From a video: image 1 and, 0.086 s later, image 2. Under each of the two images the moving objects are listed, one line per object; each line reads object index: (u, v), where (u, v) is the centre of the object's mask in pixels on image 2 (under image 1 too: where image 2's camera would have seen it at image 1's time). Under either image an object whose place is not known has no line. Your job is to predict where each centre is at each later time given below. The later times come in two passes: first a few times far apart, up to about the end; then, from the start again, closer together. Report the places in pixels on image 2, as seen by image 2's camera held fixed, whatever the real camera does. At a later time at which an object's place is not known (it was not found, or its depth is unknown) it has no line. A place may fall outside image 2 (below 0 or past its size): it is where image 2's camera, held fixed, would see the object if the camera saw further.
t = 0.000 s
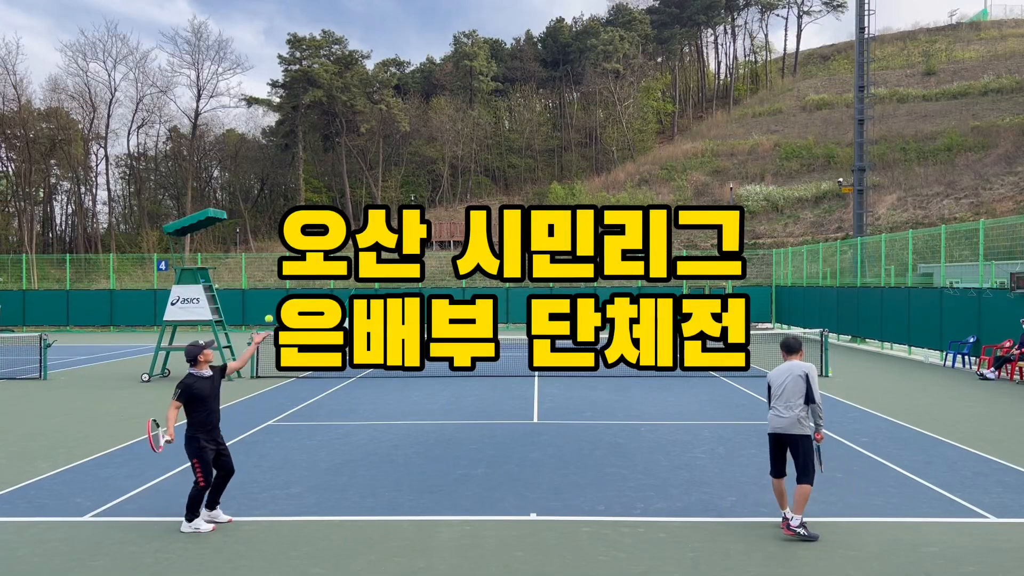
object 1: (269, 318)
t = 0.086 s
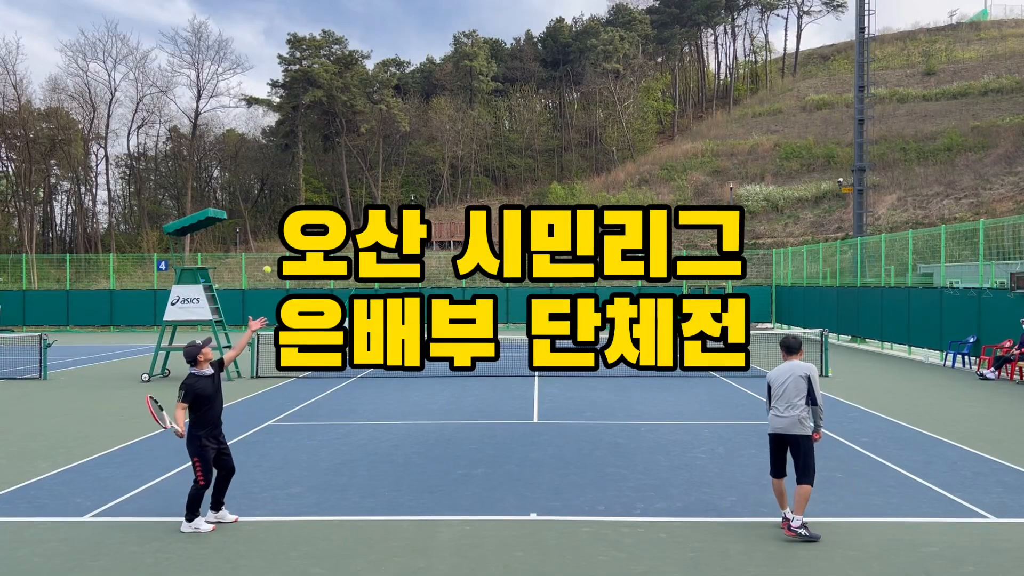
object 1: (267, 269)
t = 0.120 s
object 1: (266, 252)
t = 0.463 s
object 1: (257, 146)
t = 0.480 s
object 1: (257, 144)
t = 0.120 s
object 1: (266, 252)
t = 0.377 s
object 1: (259, 161)
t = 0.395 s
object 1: (259, 158)
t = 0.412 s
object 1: (258, 154)
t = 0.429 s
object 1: (258, 151)
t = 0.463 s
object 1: (257, 146)
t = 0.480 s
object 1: (257, 144)
